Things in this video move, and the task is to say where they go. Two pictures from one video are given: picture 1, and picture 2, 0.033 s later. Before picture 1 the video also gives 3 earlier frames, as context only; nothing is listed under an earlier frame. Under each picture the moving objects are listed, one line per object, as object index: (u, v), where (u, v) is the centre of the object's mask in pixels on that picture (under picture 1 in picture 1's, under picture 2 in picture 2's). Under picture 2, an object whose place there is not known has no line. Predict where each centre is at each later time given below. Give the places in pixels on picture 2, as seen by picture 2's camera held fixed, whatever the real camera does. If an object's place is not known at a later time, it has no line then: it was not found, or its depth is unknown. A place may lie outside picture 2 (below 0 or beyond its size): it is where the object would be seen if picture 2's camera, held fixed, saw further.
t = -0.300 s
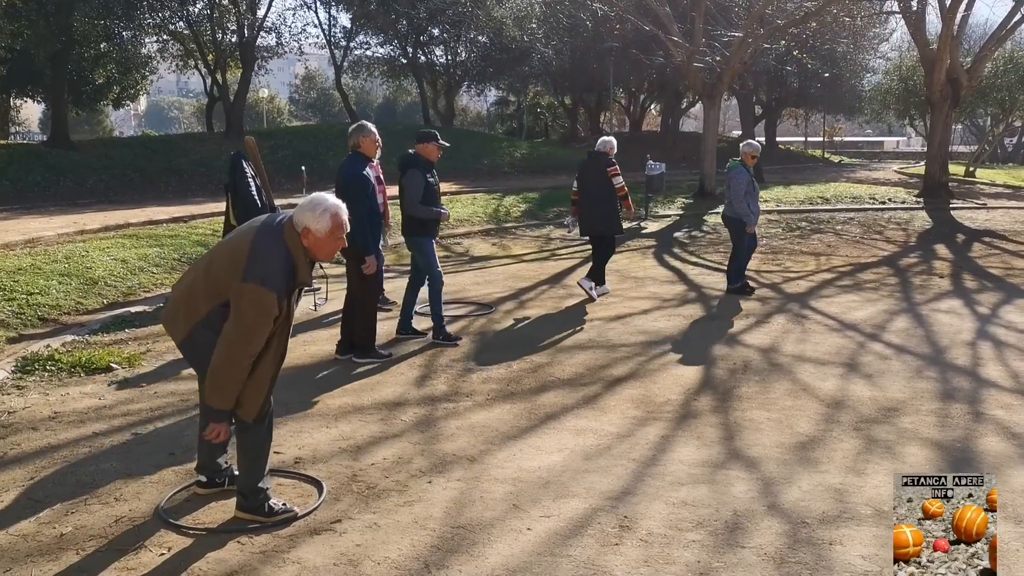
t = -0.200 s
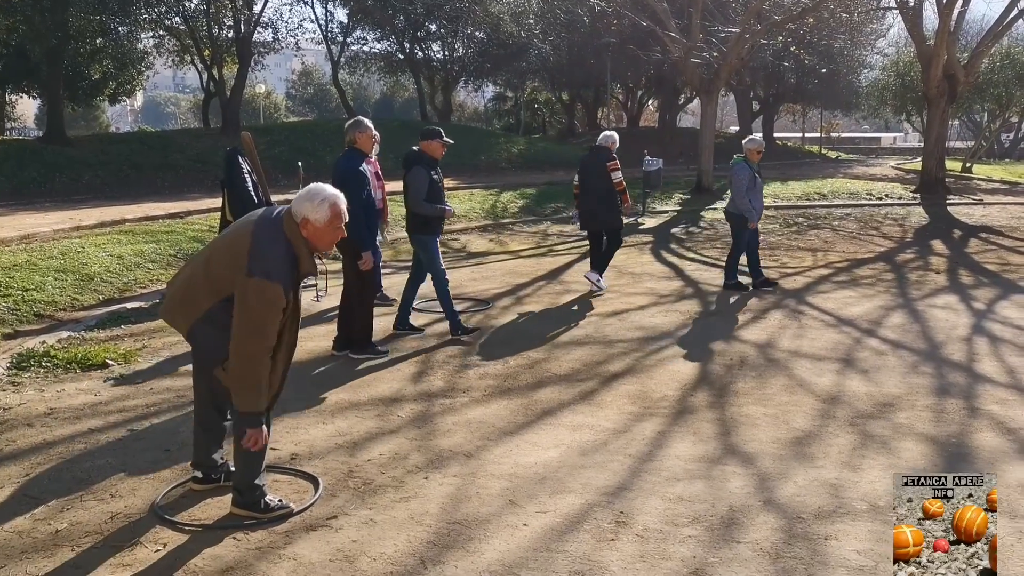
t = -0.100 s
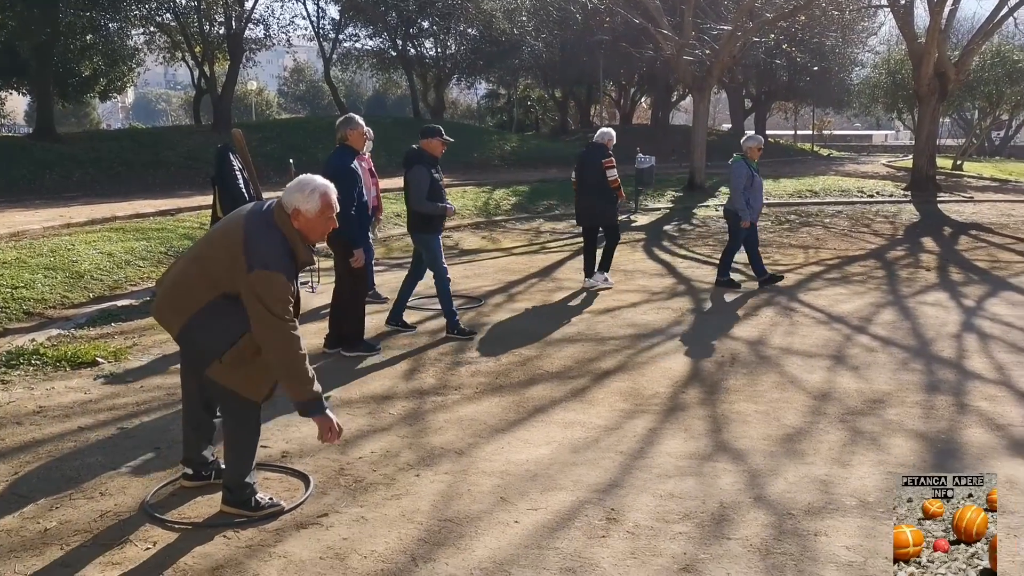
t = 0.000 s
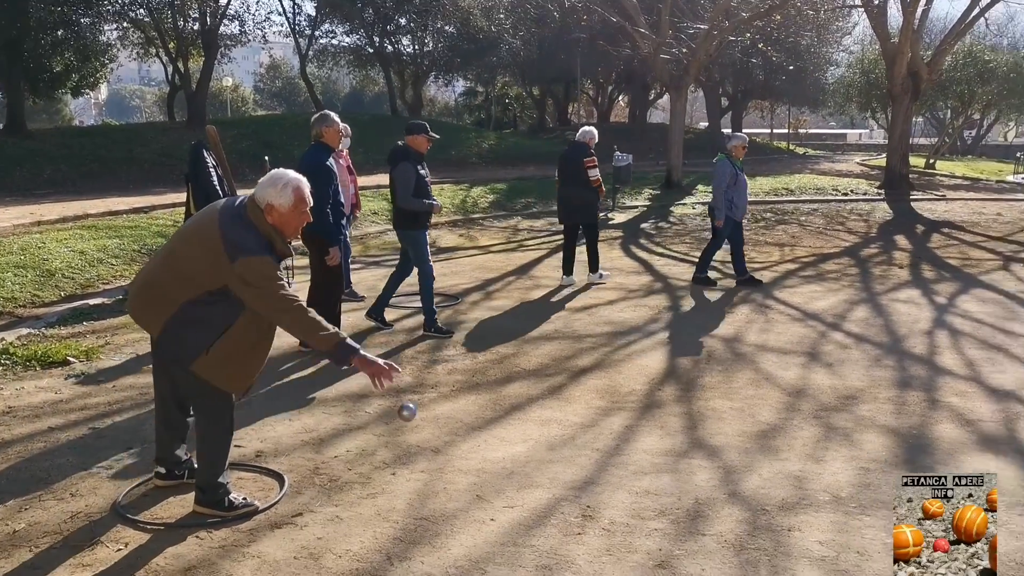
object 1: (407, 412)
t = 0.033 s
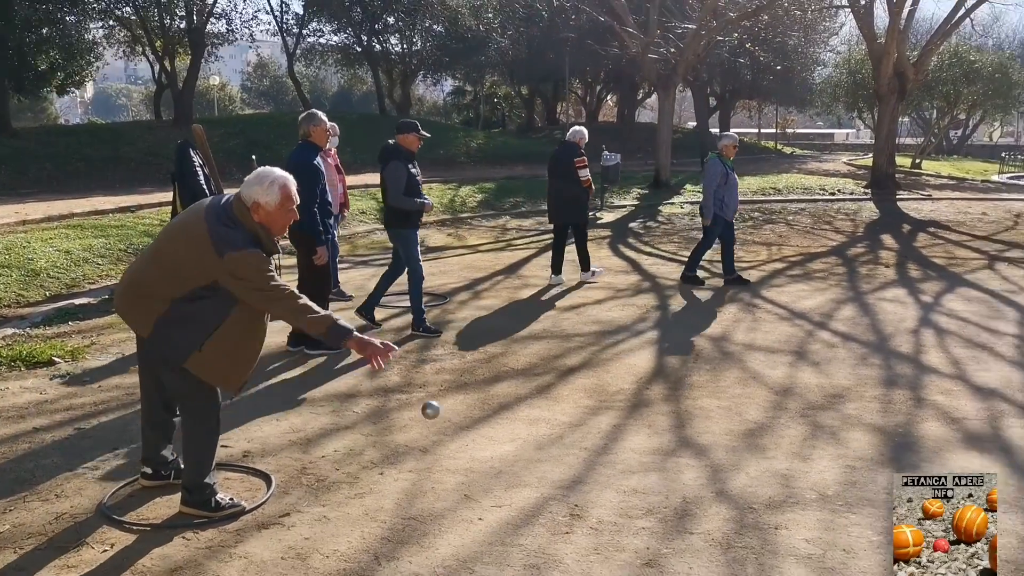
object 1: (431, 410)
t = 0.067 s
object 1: (467, 411)
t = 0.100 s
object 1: (504, 414)
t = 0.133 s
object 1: (541, 421)
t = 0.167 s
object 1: (578, 430)
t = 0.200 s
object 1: (616, 443)
